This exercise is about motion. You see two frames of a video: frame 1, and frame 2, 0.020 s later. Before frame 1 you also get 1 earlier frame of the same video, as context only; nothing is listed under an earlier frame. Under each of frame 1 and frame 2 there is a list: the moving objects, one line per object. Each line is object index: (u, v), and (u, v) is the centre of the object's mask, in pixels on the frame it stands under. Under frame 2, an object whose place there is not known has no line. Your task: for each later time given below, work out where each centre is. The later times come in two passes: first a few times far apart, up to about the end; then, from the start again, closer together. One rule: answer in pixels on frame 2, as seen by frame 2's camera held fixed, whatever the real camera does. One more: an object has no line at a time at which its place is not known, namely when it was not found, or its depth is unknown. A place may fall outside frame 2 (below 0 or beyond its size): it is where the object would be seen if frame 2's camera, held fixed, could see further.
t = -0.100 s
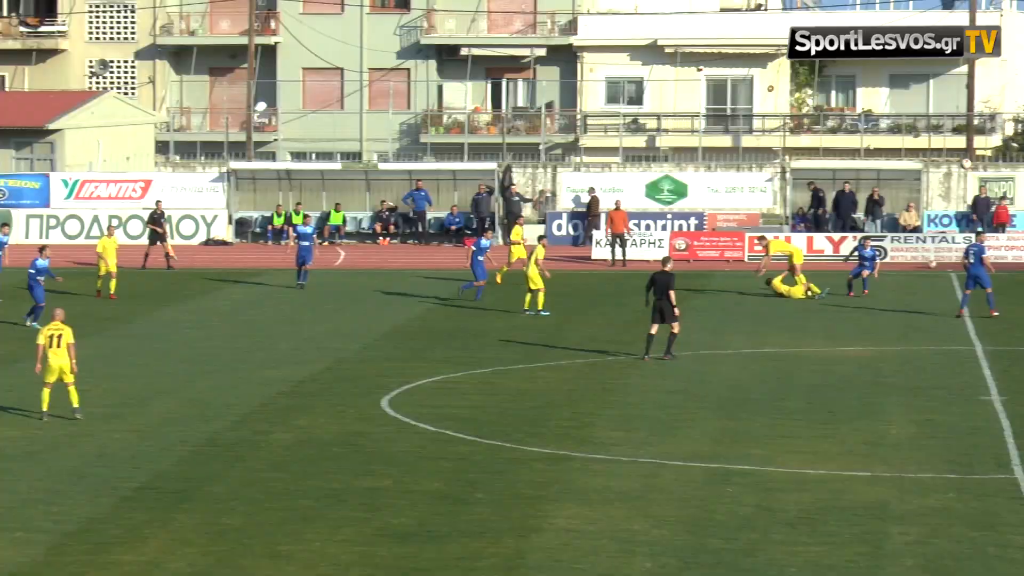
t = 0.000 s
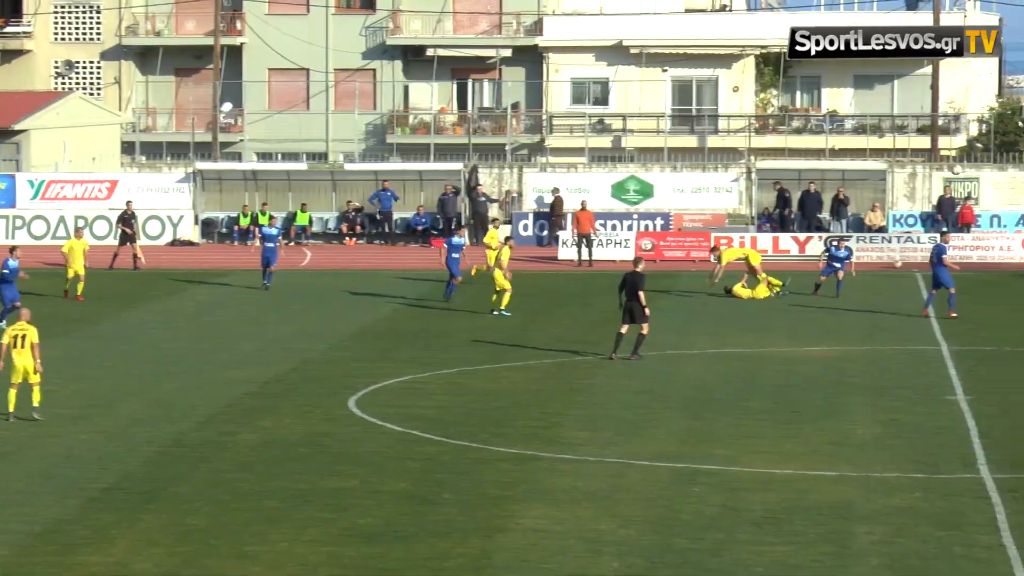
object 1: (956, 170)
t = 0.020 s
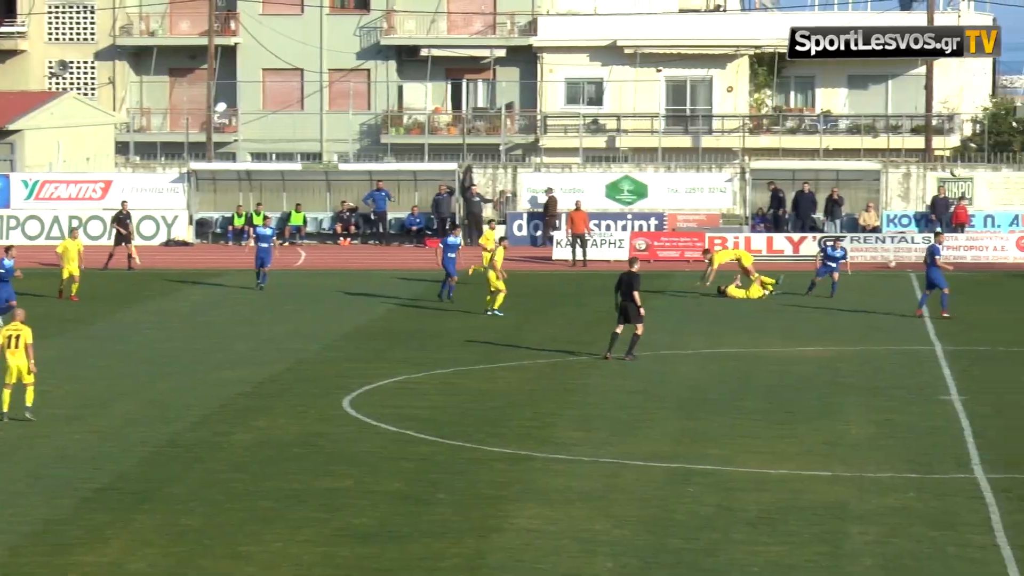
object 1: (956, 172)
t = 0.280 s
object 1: (1027, 215)
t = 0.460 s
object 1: (1074, 268)
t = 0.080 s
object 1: (971, 179)
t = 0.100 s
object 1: (976, 181)
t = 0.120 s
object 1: (981, 184)
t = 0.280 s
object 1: (1027, 215)
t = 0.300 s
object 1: (1032, 219)
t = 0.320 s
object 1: (1037, 225)
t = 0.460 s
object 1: (1074, 268)
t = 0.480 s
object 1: (1080, 274)
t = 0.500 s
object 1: (1084, 281)
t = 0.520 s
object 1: (1090, 289)
